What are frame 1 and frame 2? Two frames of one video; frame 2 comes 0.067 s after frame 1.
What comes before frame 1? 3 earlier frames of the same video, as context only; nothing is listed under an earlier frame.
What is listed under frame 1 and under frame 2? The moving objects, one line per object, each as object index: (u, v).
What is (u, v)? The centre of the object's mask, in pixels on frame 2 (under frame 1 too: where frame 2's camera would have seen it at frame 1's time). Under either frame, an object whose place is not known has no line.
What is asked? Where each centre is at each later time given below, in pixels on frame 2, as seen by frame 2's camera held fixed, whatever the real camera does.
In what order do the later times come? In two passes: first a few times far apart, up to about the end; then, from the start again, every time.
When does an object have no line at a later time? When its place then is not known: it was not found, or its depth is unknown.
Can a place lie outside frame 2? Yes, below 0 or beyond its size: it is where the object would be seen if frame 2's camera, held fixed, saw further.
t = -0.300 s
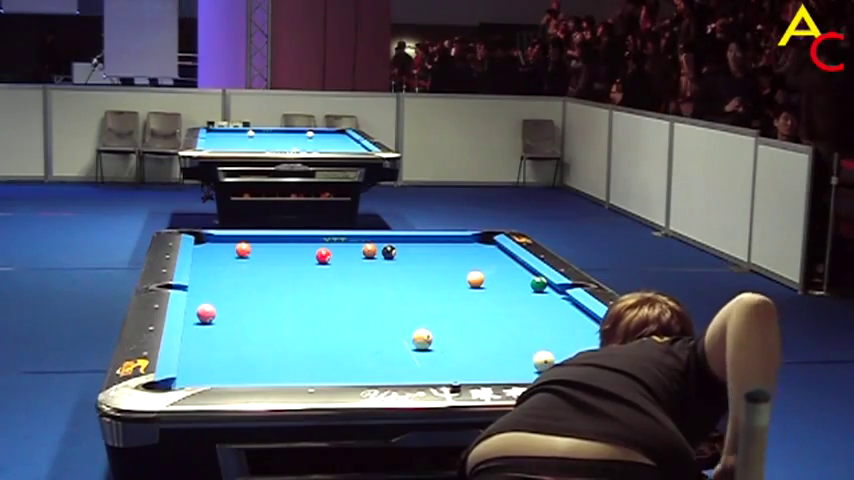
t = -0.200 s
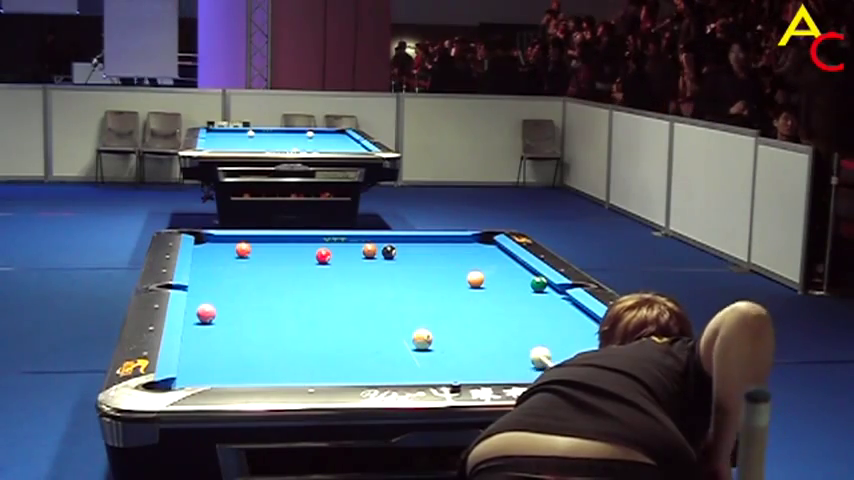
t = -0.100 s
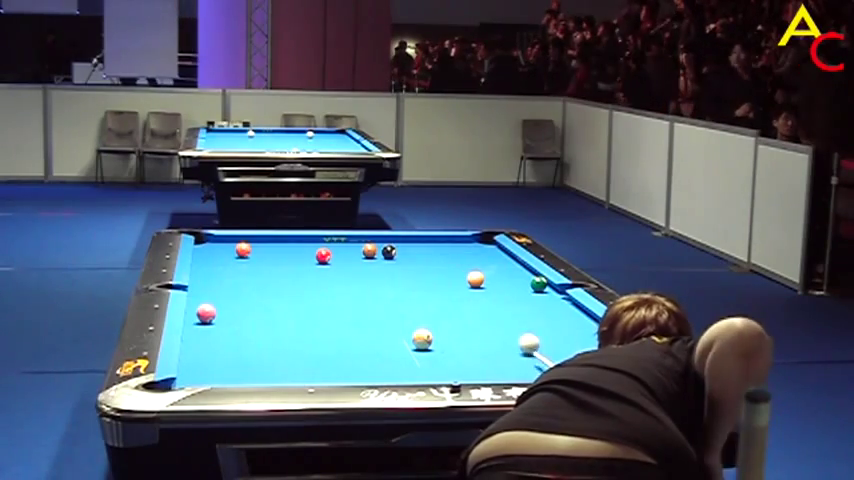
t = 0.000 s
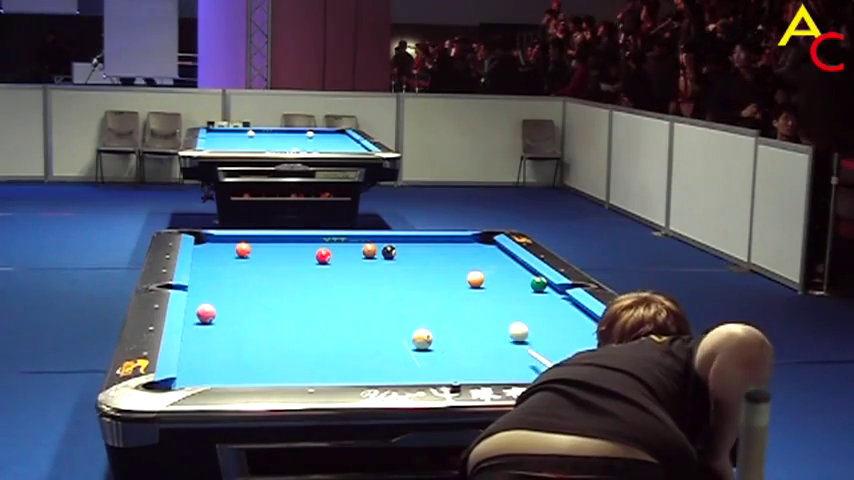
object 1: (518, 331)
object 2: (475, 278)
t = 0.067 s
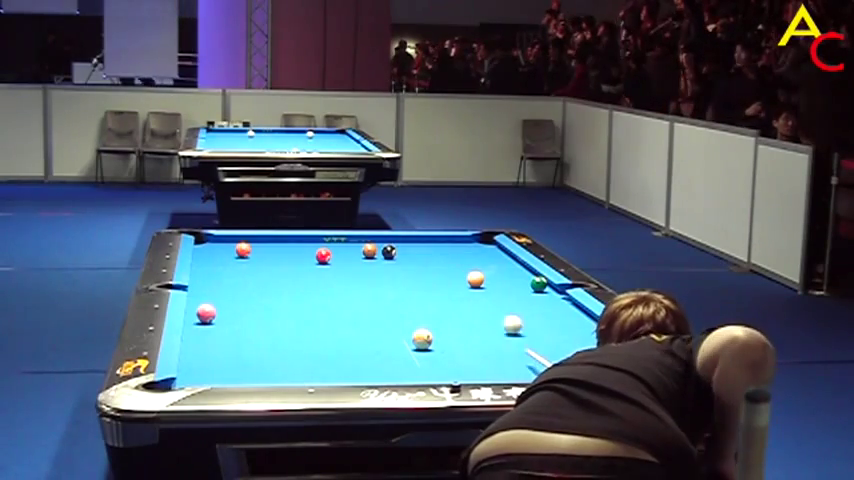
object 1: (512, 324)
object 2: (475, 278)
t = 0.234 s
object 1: (497, 308)
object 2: (475, 278)
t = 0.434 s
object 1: (483, 290)
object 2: (475, 277)
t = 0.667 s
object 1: (466, 280)
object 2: (476, 270)
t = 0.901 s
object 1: (452, 276)
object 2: (476, 260)
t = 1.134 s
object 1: (438, 271)
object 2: (476, 252)
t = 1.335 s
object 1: (427, 268)
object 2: (475, 245)
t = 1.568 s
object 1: (416, 265)
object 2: (475, 238)
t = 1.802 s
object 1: (405, 261)
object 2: (495, 243)
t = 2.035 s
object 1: (395, 258)
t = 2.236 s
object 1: (388, 255)
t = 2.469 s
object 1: (378, 253)
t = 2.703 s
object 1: (374, 253)
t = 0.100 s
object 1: (509, 321)
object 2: (475, 278)
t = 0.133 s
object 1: (506, 317)
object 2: (475, 278)
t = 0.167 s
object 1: (503, 314)
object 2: (475, 278)
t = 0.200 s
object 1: (500, 310)
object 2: (475, 278)
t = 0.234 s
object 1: (497, 308)
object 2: (475, 278)
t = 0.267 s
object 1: (495, 304)
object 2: (475, 278)
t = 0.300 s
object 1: (492, 301)
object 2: (475, 278)
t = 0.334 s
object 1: (490, 298)
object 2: (475, 278)
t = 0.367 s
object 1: (487, 296)
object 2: (475, 278)
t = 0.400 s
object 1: (485, 293)
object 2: (475, 278)
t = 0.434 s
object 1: (483, 290)
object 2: (475, 277)
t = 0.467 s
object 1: (480, 288)
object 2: (474, 276)
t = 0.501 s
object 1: (478, 285)
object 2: (475, 275)
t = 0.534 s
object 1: (475, 280)
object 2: (475, 273)
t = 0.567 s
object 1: (473, 280)
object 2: (481, 276)
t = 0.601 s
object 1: (471, 281)
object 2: (479, 273)
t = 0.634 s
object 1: (469, 281)
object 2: (477, 271)
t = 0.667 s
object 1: (466, 280)
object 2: (476, 270)
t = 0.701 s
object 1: (464, 280)
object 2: (476, 268)
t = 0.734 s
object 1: (462, 279)
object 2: (475, 267)
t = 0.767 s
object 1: (460, 278)
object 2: (476, 265)
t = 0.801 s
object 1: (458, 277)
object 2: (476, 264)
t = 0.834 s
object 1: (456, 277)
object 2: (476, 263)
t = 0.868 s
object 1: (454, 276)
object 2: (476, 262)
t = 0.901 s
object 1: (452, 276)
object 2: (476, 260)
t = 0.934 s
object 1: (450, 275)
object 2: (476, 259)
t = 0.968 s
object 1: (448, 274)
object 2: (476, 258)
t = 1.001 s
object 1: (446, 274)
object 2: (476, 256)
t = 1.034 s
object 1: (444, 273)
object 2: (476, 255)
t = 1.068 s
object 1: (442, 273)
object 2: (476, 254)
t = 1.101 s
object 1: (440, 272)
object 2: (476, 253)
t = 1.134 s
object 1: (438, 271)
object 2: (476, 252)
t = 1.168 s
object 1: (436, 271)
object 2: (476, 250)
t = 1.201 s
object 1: (435, 270)
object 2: (476, 249)
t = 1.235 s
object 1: (433, 270)
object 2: (476, 248)
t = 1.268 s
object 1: (431, 269)
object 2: (476, 247)
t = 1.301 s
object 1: (429, 268)
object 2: (476, 246)
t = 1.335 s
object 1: (427, 268)
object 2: (475, 245)
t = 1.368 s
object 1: (426, 267)
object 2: (475, 244)
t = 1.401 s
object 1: (424, 267)
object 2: (476, 243)
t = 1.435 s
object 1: (423, 266)
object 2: (475, 242)
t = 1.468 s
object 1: (421, 266)
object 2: (475, 241)
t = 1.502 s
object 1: (419, 265)
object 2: (476, 240)
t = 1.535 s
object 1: (417, 265)
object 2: (476, 239)
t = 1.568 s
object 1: (416, 265)
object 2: (475, 238)
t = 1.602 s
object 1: (414, 264)
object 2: (475, 237)
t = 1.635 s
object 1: (412, 264)
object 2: (477, 236)
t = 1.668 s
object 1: (411, 263)
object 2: (482, 236)
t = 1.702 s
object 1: (409, 262)
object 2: (486, 237)
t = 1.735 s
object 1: (408, 262)
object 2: (490, 238)
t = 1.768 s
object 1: (407, 262)
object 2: (492, 240)
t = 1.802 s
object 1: (405, 261)
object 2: (495, 243)
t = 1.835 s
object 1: (403, 260)
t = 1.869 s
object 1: (402, 260)
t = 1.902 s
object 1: (401, 260)
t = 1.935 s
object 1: (399, 259)
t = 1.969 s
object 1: (398, 258)
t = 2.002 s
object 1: (396, 258)
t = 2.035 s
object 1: (395, 258)
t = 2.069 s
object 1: (394, 258)
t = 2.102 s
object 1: (393, 257)
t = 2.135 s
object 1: (392, 257)
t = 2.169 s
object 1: (391, 256)
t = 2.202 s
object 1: (389, 256)
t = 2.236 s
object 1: (388, 255)
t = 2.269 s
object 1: (387, 255)
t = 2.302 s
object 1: (385, 254)
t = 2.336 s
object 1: (384, 254)
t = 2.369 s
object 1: (383, 254)
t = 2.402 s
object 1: (381, 253)
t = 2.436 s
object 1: (380, 253)
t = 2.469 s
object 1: (378, 253)
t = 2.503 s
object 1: (377, 253)
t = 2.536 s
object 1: (377, 253)
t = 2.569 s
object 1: (376, 253)
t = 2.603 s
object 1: (376, 253)
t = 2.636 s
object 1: (375, 253)
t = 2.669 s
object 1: (375, 253)
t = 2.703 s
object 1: (374, 253)
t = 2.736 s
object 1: (374, 252)
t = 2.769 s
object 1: (371, 252)
